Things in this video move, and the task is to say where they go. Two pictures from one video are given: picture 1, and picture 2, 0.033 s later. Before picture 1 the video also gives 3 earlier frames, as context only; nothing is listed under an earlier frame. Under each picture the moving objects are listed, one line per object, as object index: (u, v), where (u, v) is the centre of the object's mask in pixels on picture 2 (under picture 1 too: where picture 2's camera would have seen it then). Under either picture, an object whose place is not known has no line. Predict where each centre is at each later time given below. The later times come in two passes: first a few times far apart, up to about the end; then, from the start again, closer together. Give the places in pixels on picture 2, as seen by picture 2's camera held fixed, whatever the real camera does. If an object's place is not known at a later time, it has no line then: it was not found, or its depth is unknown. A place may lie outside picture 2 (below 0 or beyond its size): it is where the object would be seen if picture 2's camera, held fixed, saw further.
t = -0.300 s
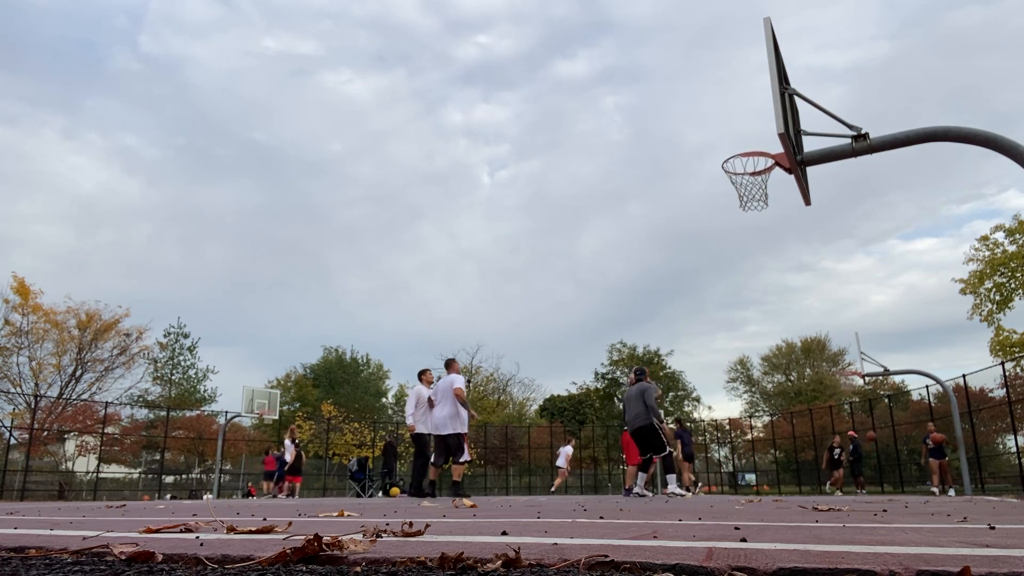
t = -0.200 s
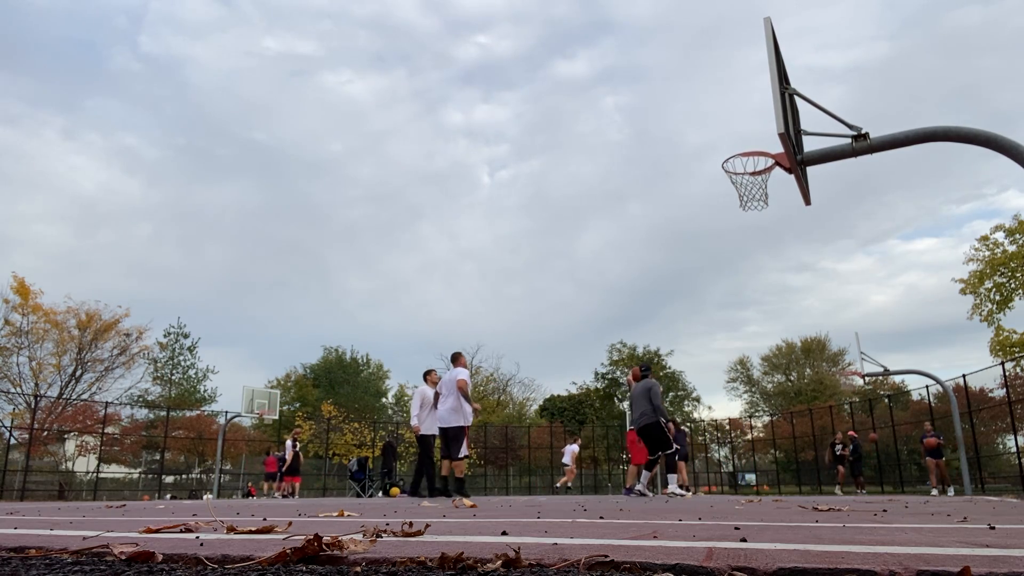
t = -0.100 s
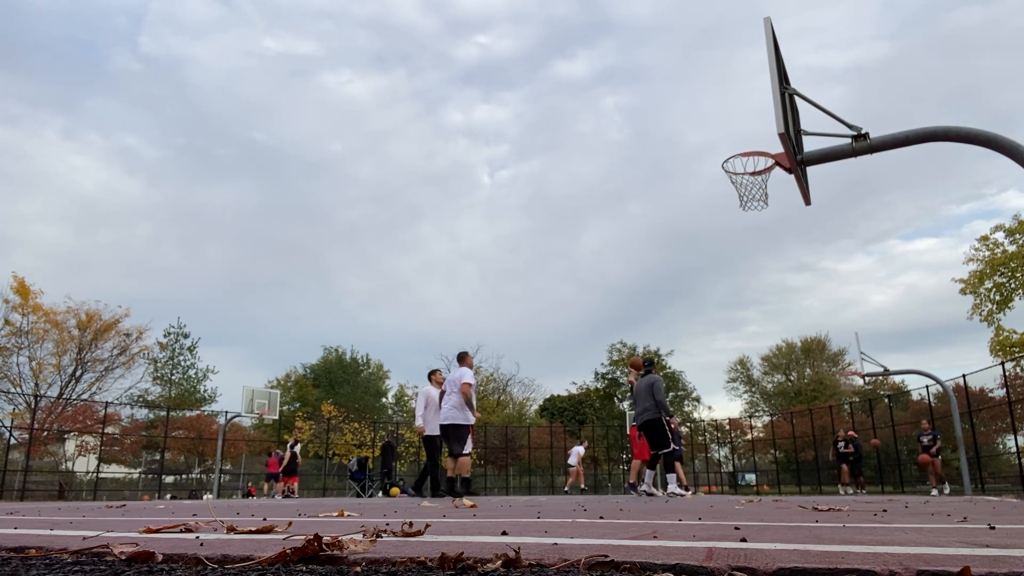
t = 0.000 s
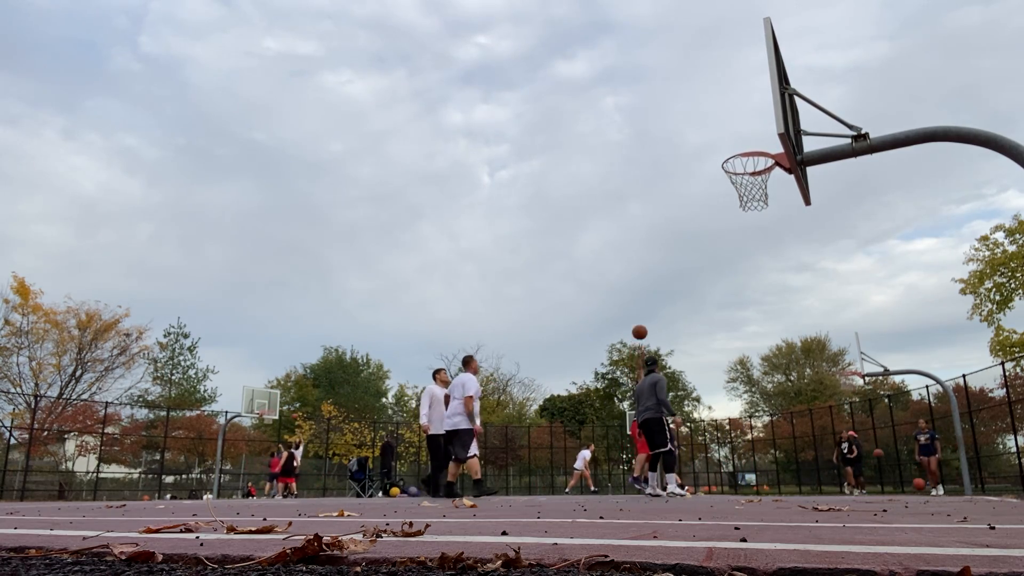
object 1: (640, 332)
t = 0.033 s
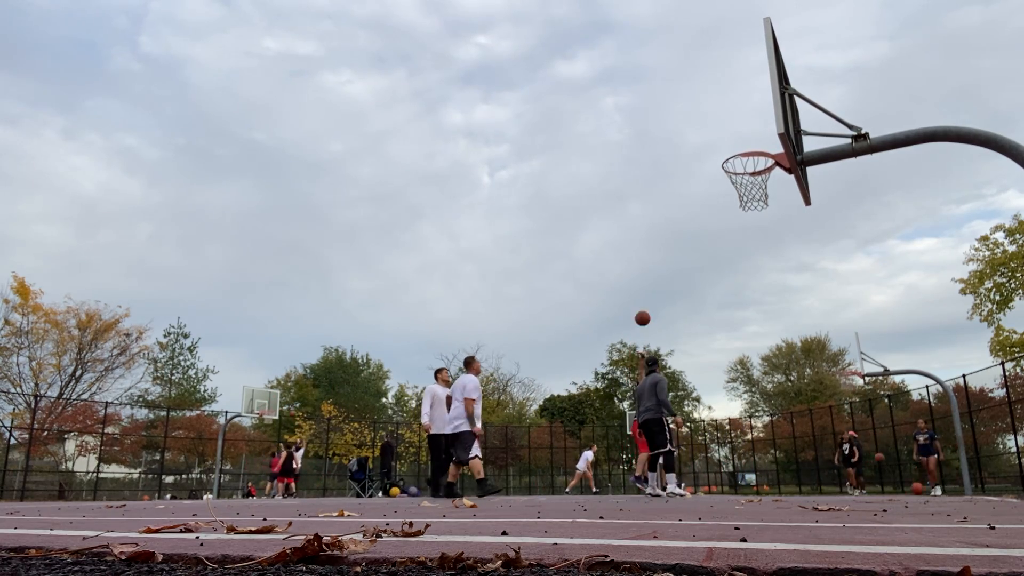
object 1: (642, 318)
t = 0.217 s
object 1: (660, 249)
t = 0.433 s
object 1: (688, 186)
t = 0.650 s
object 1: (724, 145)
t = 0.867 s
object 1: (770, 134)
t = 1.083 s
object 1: (743, 157)
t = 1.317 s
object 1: (695, 148)
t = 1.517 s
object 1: (659, 179)
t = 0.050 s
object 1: (644, 311)
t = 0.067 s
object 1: (645, 305)
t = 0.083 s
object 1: (647, 298)
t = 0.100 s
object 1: (649, 291)
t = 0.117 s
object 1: (650, 285)
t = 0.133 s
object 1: (652, 279)
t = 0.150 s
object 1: (653, 273)
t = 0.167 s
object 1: (655, 267)
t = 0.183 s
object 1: (657, 261)
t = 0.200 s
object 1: (659, 255)
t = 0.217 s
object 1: (660, 249)
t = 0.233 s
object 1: (662, 244)
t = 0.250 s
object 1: (664, 238)
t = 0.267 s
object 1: (666, 233)
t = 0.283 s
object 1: (668, 227)
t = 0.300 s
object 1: (670, 222)
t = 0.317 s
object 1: (672, 217)
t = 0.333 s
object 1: (674, 213)
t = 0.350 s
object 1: (677, 208)
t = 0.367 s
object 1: (679, 203)
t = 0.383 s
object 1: (681, 199)
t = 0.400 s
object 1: (683, 194)
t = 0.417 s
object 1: (686, 190)
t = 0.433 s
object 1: (688, 186)
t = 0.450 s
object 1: (690, 182)
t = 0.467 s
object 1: (693, 178)
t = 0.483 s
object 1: (696, 174)
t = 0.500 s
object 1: (698, 171)
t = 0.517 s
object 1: (701, 167)
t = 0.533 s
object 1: (703, 164)
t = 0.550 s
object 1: (706, 161)
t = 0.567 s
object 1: (709, 158)
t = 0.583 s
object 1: (712, 155)
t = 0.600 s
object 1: (715, 152)
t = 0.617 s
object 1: (718, 150)
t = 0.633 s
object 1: (721, 147)
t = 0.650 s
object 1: (724, 145)
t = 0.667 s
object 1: (727, 143)
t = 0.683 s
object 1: (730, 141)
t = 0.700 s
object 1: (734, 139)
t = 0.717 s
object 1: (737, 138)
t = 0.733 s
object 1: (741, 137)
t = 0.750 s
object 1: (744, 136)
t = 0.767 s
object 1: (748, 135)
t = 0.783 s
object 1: (752, 134)
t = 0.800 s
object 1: (756, 133)
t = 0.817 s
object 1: (760, 133)
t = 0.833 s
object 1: (764, 133)
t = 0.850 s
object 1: (767, 134)
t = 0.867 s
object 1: (770, 134)
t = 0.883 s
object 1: (772, 136)
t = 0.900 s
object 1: (775, 138)
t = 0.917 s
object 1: (774, 140)
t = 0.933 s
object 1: (772, 142)
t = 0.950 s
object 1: (771, 144)
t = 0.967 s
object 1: (770, 145)
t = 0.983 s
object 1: (766, 151)
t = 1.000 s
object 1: (762, 157)
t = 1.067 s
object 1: (747, 159)
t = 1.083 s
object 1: (743, 157)
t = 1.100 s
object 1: (739, 153)
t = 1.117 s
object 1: (735, 151)
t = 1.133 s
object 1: (732, 149)
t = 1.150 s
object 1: (728, 148)
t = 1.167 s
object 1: (725, 147)
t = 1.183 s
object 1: (722, 147)
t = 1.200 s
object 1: (718, 146)
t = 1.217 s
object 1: (715, 146)
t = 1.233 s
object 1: (711, 145)
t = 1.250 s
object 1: (708, 145)
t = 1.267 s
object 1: (704, 146)
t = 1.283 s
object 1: (701, 147)
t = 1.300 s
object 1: (698, 147)
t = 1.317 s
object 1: (695, 148)
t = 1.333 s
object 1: (692, 150)
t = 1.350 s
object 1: (688, 151)
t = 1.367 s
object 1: (685, 153)
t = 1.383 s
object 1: (682, 155)
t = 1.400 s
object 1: (679, 157)
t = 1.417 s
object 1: (676, 159)
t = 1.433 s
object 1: (673, 162)
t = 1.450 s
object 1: (670, 165)
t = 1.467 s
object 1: (667, 168)
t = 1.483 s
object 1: (664, 171)
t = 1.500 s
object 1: (662, 175)
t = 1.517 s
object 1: (659, 179)
